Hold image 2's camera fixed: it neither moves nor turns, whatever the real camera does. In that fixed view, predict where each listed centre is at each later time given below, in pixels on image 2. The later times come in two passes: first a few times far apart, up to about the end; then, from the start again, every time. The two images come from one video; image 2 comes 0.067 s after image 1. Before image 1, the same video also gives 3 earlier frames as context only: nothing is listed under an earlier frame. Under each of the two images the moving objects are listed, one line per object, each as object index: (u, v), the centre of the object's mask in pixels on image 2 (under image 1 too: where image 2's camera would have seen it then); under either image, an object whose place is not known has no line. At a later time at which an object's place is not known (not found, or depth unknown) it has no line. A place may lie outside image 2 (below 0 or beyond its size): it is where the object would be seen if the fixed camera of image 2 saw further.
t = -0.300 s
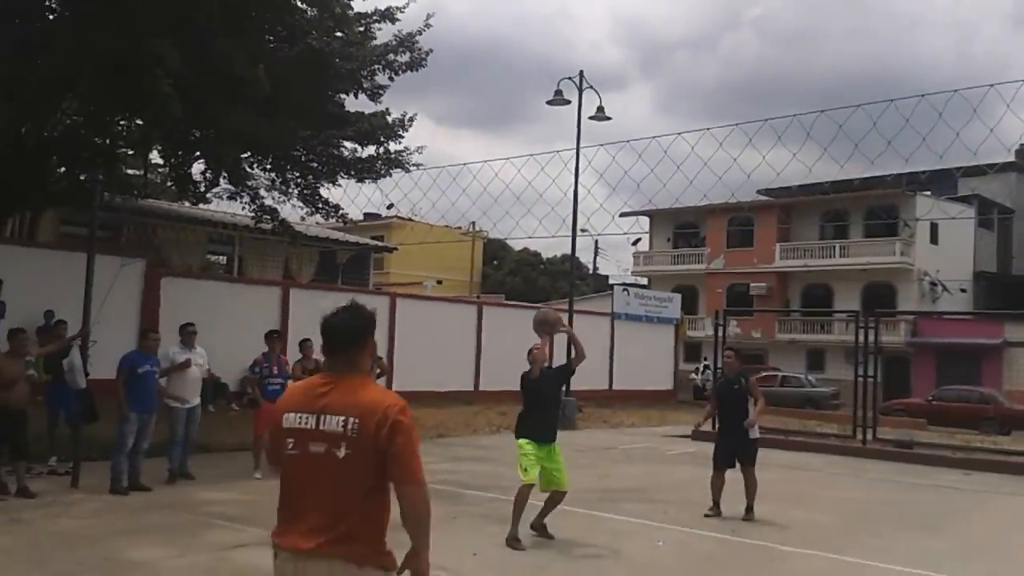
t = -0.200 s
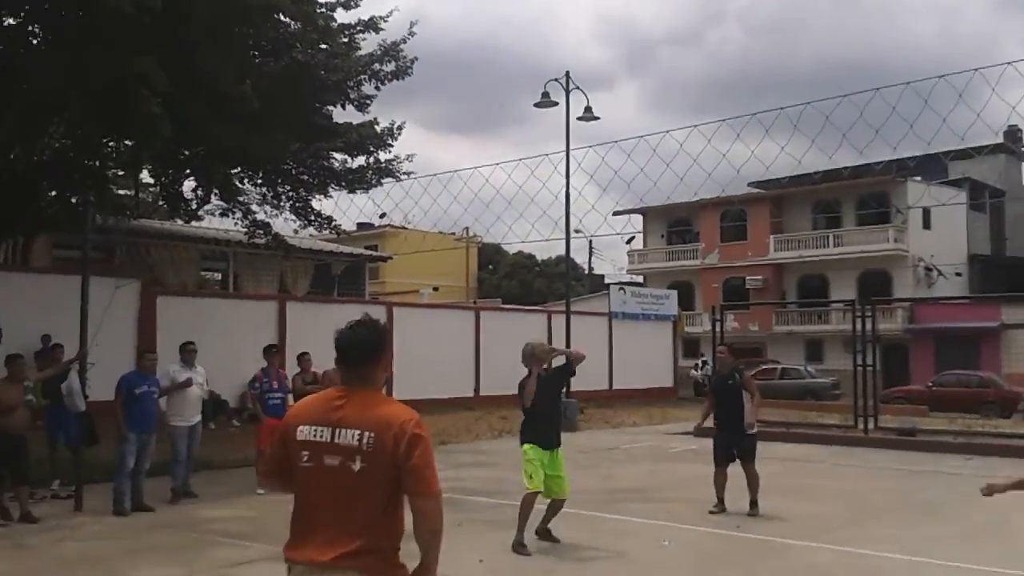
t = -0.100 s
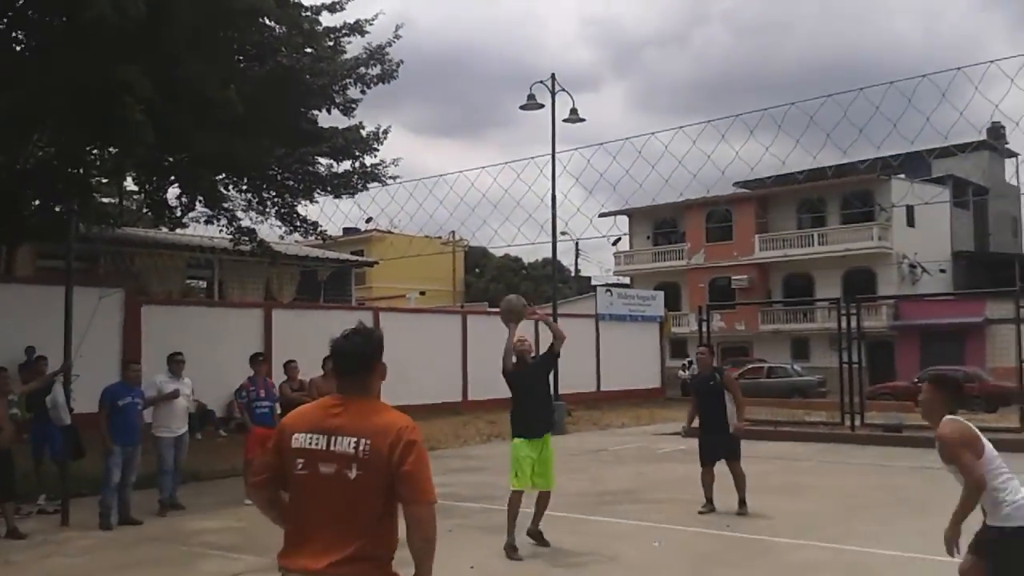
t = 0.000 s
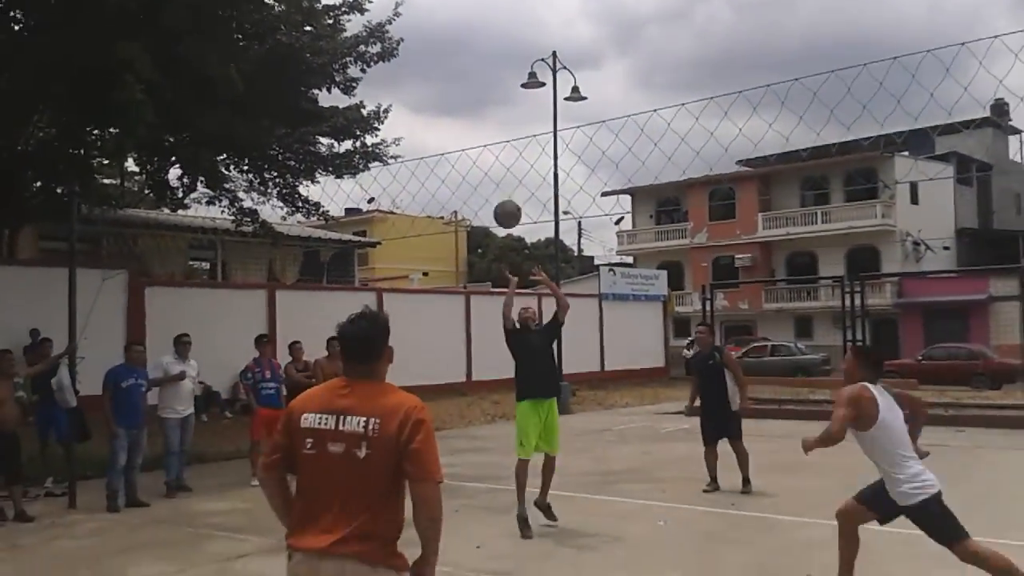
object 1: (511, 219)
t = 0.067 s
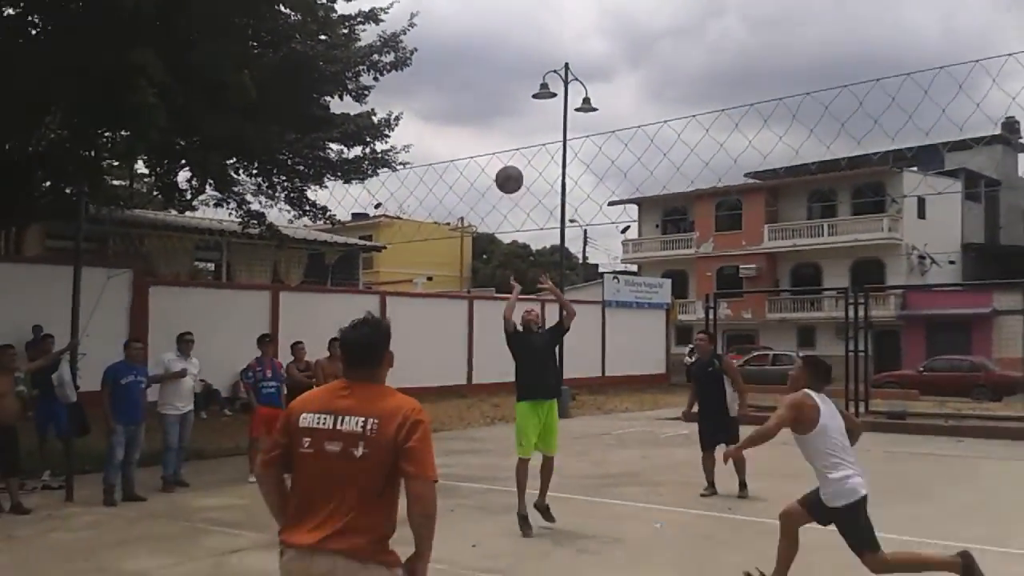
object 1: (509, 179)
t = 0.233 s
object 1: (490, 101)
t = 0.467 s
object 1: (479, 51)
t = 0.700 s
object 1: (466, 68)
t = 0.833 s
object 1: (449, 108)
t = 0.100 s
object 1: (507, 160)
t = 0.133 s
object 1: (503, 143)
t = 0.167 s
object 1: (498, 128)
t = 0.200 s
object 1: (492, 113)
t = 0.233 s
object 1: (490, 101)
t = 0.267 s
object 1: (491, 90)
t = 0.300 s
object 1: (488, 80)
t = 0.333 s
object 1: (484, 71)
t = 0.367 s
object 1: (484, 63)
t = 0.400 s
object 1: (482, 58)
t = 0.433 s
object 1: (479, 54)
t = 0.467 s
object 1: (479, 51)
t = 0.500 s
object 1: (478, 50)
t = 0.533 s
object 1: (475, 50)
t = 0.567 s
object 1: (474, 49)
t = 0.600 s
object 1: (471, 53)
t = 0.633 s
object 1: (466, 61)
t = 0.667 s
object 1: (464, 64)
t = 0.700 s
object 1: (466, 68)
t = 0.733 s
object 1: (460, 79)
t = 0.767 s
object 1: (452, 89)
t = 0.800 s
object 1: (450, 97)
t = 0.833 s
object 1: (449, 108)
